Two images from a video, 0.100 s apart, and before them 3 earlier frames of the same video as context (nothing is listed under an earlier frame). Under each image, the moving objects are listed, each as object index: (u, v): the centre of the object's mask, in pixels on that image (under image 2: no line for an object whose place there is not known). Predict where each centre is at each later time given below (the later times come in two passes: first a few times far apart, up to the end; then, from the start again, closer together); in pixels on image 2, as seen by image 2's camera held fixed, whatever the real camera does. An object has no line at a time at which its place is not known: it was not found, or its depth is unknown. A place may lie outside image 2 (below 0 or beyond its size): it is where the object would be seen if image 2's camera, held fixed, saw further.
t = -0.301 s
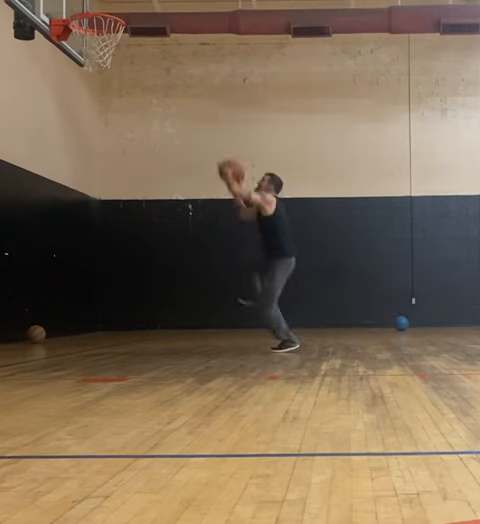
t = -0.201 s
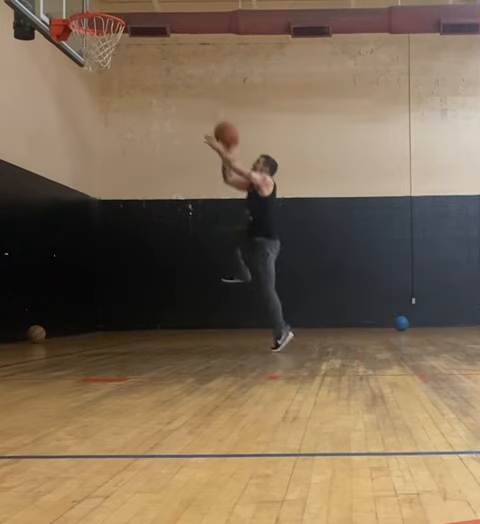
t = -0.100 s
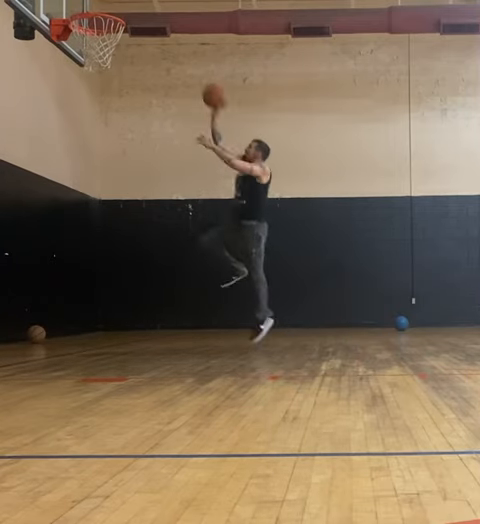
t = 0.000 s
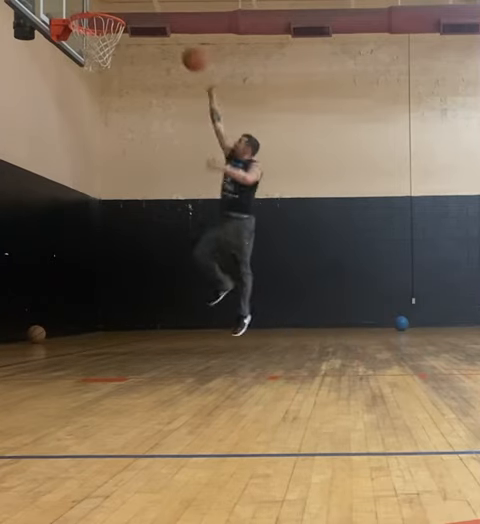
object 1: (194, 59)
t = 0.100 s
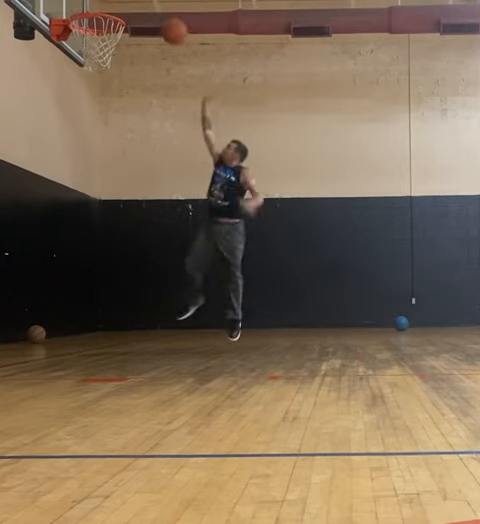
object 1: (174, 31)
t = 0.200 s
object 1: (154, 15)
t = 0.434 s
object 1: (102, 7)
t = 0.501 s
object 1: (93, 26)
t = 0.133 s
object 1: (168, 25)
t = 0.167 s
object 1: (162, 20)
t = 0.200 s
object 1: (154, 15)
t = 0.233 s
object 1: (147, 10)
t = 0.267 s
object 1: (139, 7)
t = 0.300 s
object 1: (131, 8)
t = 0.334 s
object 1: (124, 9)
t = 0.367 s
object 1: (117, 8)
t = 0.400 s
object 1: (111, 8)
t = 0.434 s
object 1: (102, 7)
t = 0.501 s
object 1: (93, 26)
